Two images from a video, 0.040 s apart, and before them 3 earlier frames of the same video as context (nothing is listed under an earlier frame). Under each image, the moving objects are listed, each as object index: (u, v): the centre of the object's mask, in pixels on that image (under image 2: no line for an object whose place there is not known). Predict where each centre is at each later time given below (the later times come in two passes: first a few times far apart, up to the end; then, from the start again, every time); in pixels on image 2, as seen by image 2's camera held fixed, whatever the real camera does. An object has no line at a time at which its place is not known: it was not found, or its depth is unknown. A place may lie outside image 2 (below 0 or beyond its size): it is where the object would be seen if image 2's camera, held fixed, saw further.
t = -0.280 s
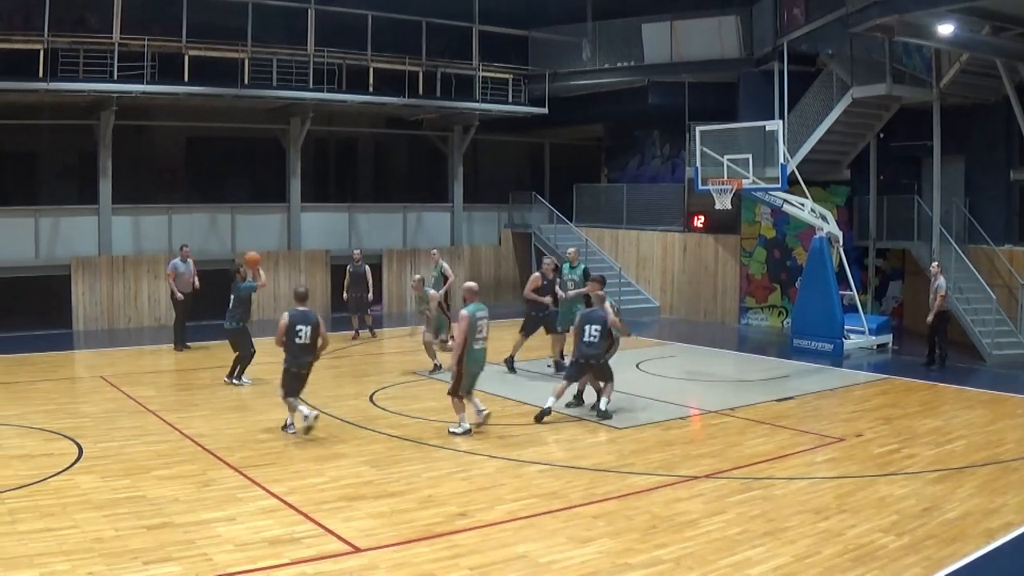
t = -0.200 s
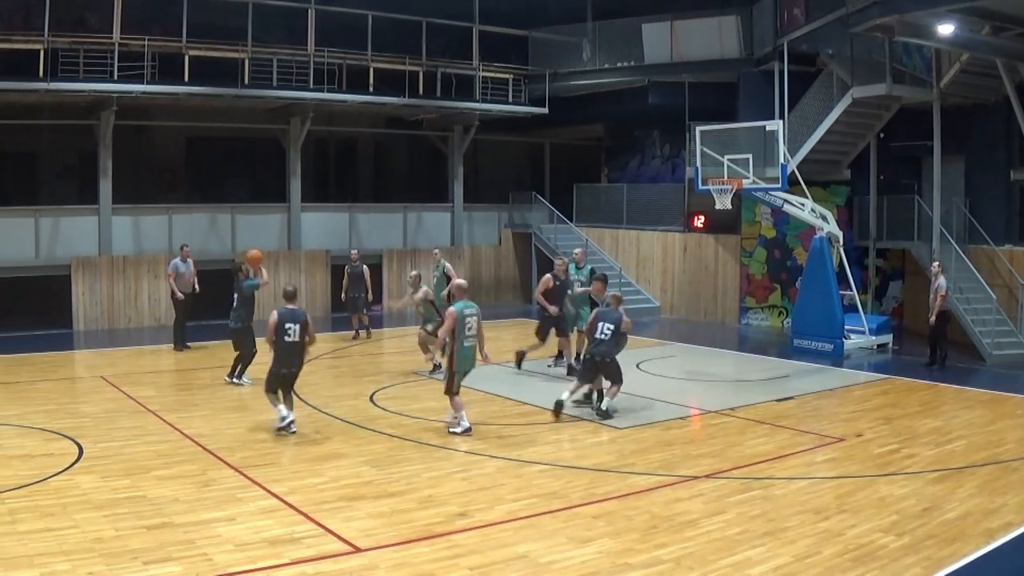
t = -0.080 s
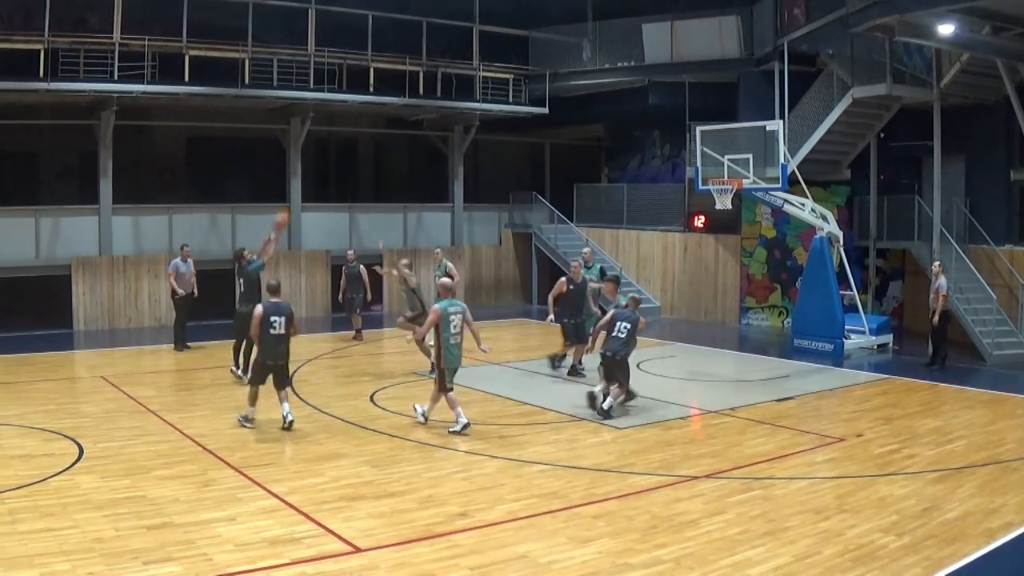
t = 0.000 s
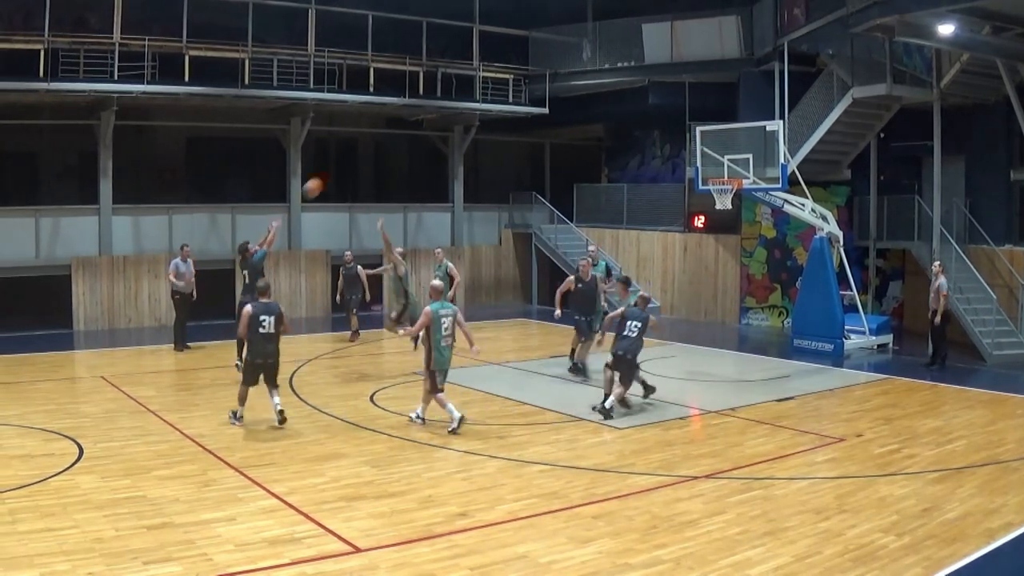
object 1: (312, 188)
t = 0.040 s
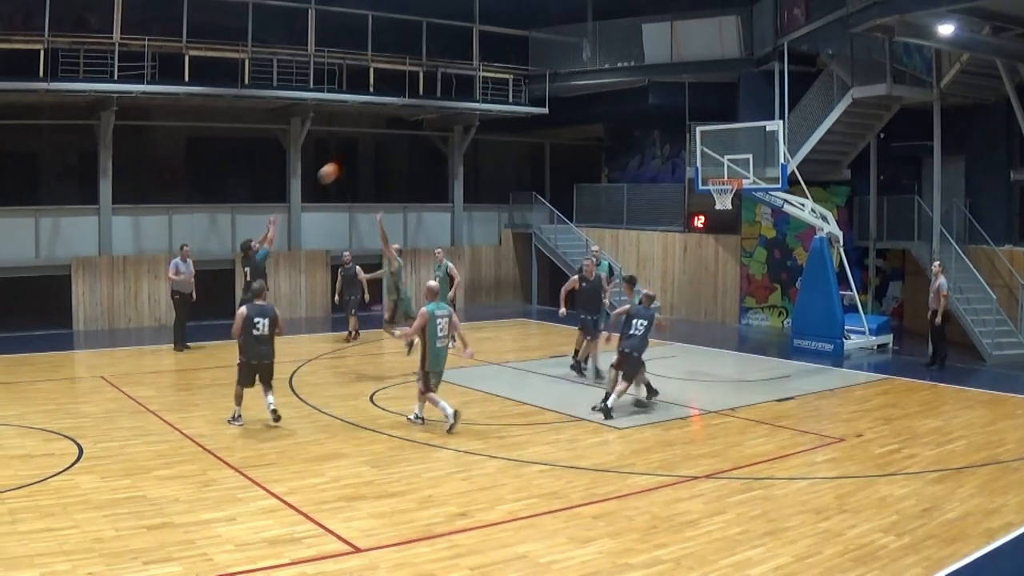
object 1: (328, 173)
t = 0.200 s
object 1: (392, 124)
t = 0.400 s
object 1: (460, 90)
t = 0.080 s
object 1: (344, 159)
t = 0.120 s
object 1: (360, 146)
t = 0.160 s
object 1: (376, 135)
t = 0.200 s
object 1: (392, 124)
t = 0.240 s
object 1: (407, 115)
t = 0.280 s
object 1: (422, 106)
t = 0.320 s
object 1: (437, 99)
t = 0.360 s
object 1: (449, 94)
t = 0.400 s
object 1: (460, 90)
